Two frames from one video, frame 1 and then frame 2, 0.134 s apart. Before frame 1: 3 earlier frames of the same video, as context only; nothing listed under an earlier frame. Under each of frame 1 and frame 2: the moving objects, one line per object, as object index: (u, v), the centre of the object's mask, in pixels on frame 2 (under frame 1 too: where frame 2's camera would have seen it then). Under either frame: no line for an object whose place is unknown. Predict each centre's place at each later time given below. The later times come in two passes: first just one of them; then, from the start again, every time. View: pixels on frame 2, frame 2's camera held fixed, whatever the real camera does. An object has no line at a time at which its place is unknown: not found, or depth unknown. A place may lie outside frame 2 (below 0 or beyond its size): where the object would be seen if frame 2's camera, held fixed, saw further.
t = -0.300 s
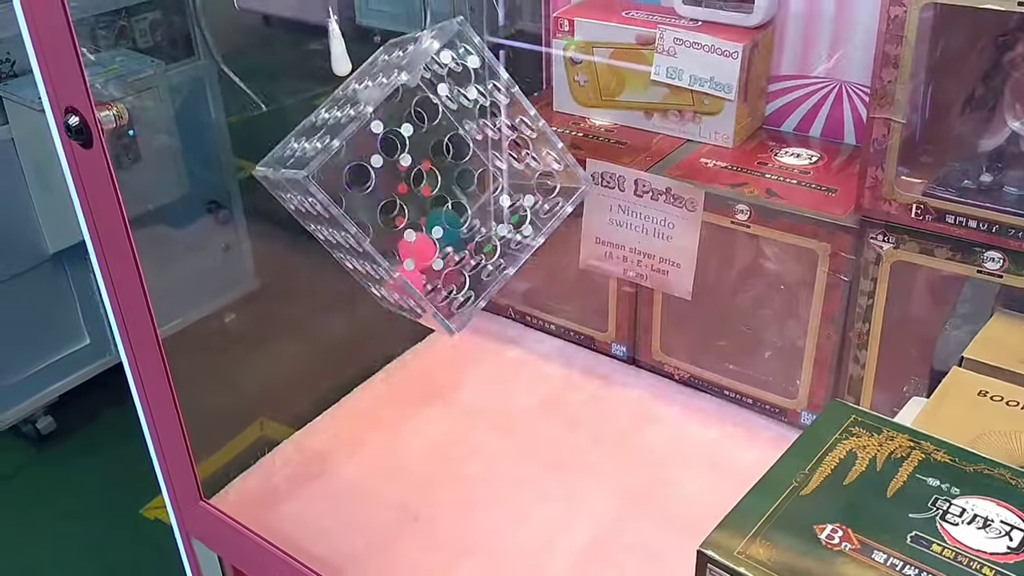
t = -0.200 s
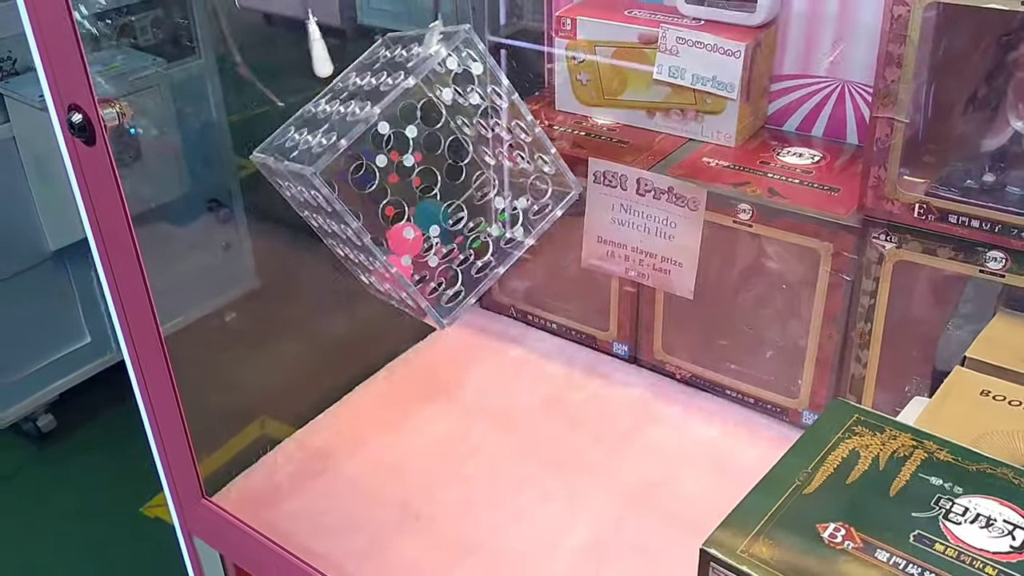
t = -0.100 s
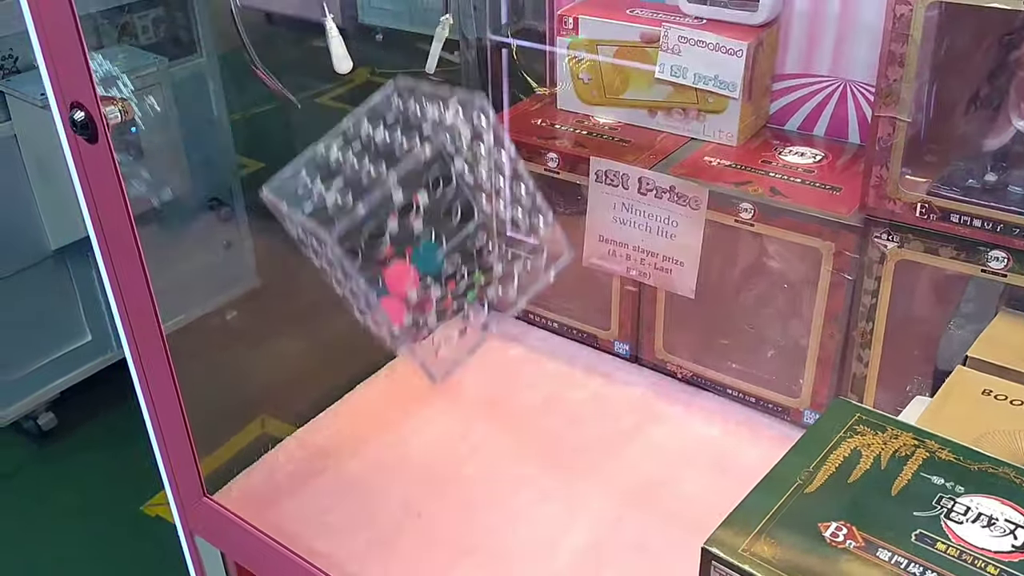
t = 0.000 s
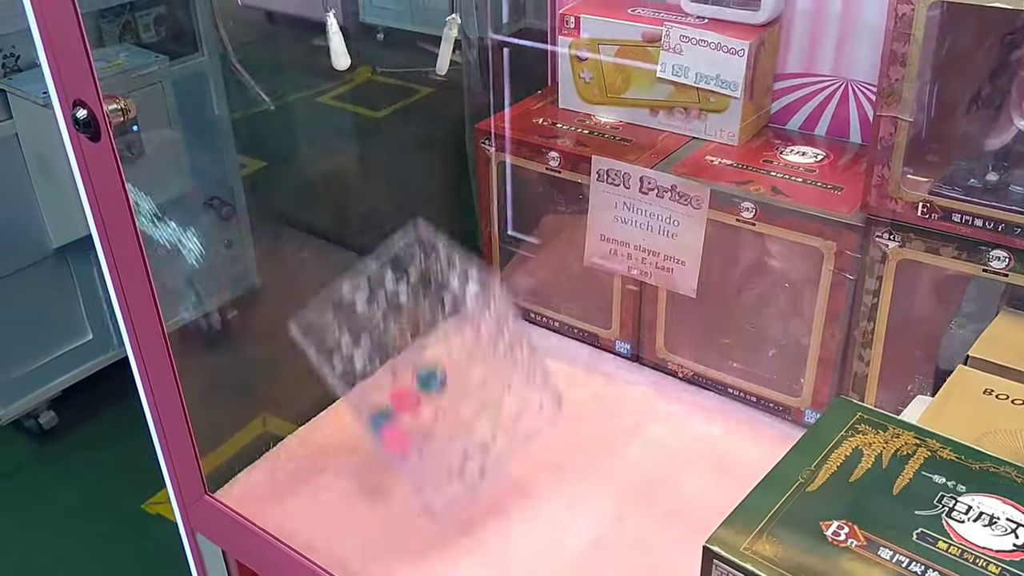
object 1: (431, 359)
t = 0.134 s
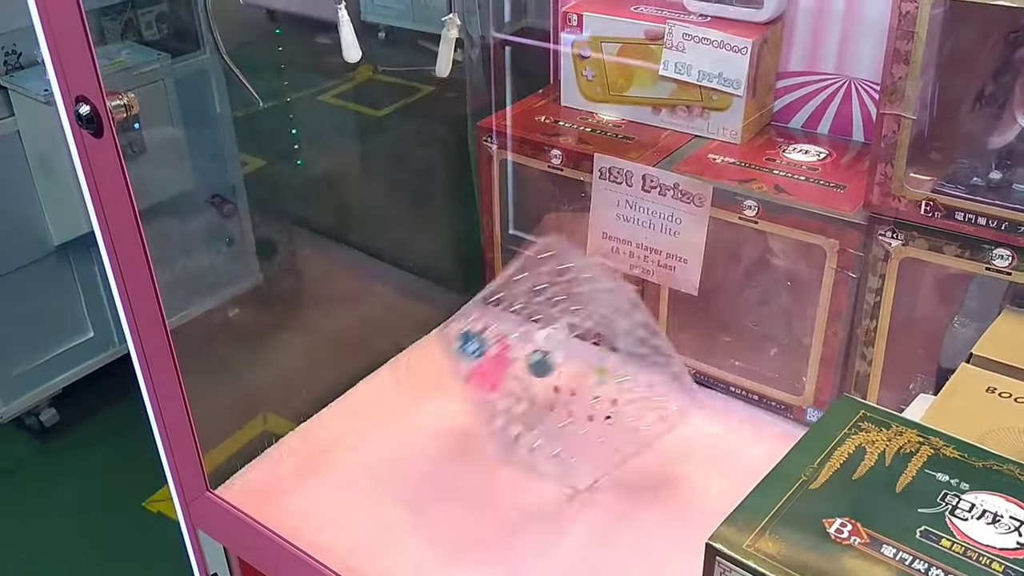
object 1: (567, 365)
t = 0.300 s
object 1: (680, 380)
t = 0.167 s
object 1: (596, 362)
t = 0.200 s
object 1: (638, 367)
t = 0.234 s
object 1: (667, 377)
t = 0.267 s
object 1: (683, 371)
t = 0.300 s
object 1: (680, 380)
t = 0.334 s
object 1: (678, 398)
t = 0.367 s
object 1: (679, 407)
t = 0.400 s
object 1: (673, 410)
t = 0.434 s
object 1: (668, 416)
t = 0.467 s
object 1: (667, 417)
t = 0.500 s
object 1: (669, 418)
